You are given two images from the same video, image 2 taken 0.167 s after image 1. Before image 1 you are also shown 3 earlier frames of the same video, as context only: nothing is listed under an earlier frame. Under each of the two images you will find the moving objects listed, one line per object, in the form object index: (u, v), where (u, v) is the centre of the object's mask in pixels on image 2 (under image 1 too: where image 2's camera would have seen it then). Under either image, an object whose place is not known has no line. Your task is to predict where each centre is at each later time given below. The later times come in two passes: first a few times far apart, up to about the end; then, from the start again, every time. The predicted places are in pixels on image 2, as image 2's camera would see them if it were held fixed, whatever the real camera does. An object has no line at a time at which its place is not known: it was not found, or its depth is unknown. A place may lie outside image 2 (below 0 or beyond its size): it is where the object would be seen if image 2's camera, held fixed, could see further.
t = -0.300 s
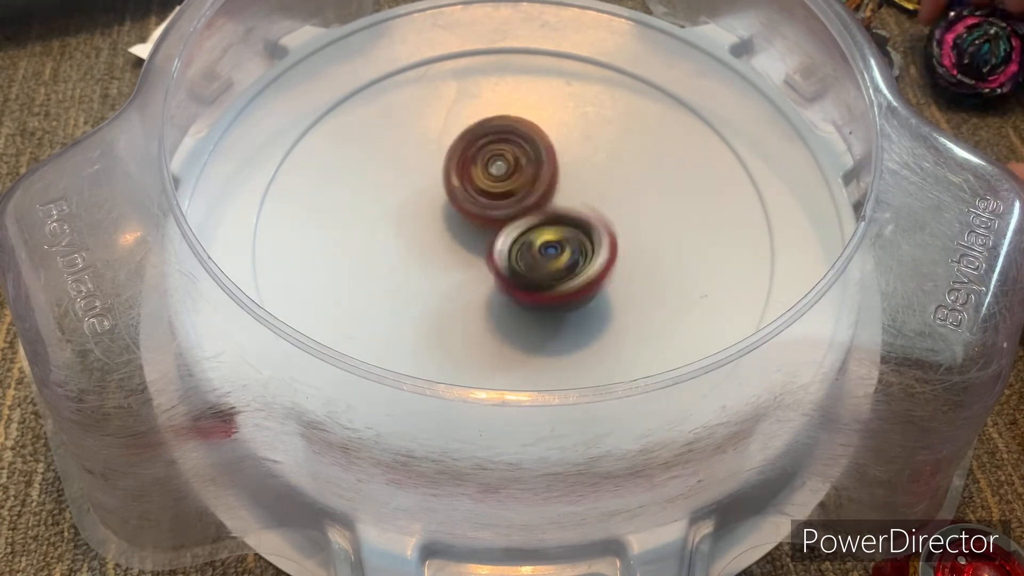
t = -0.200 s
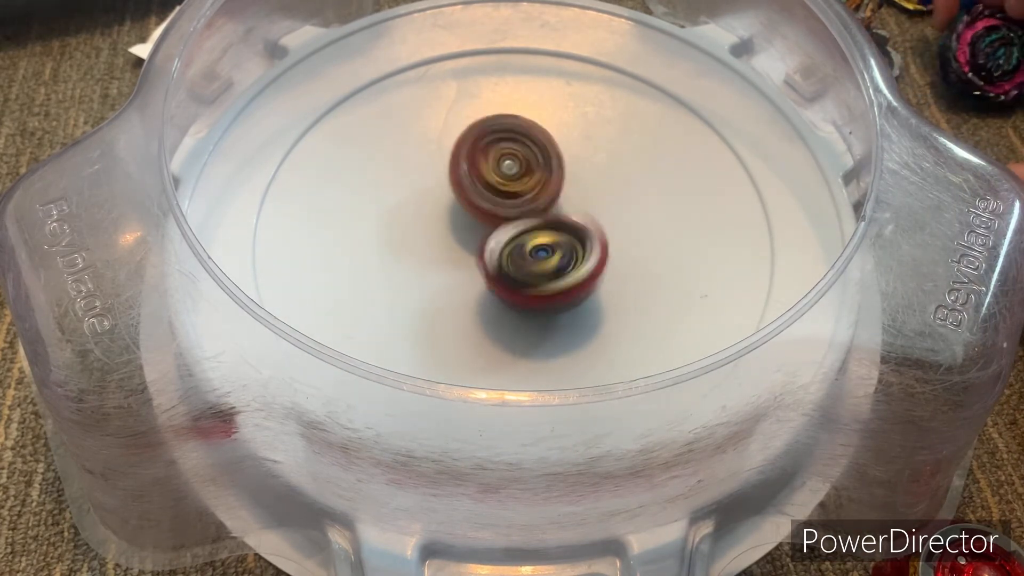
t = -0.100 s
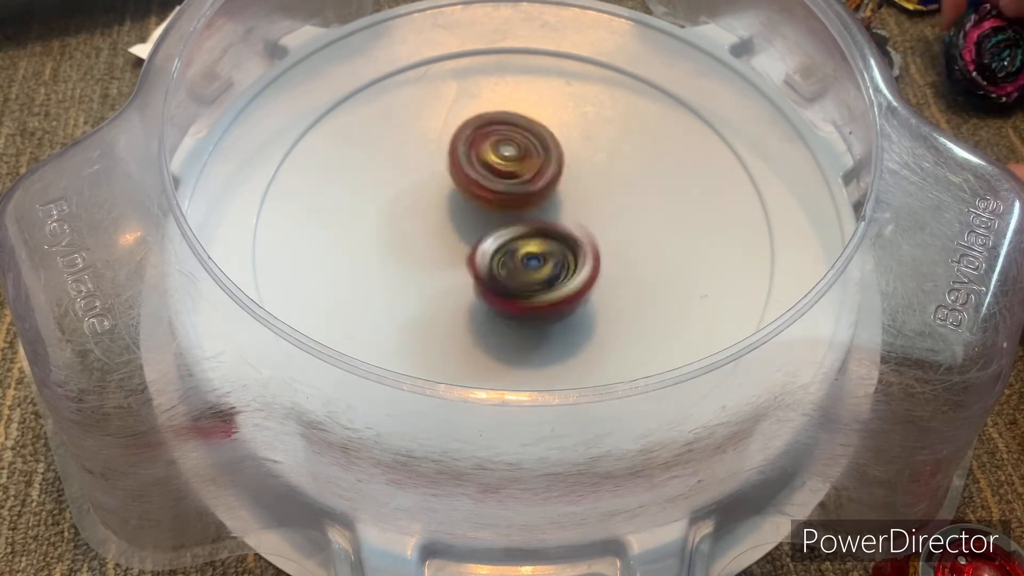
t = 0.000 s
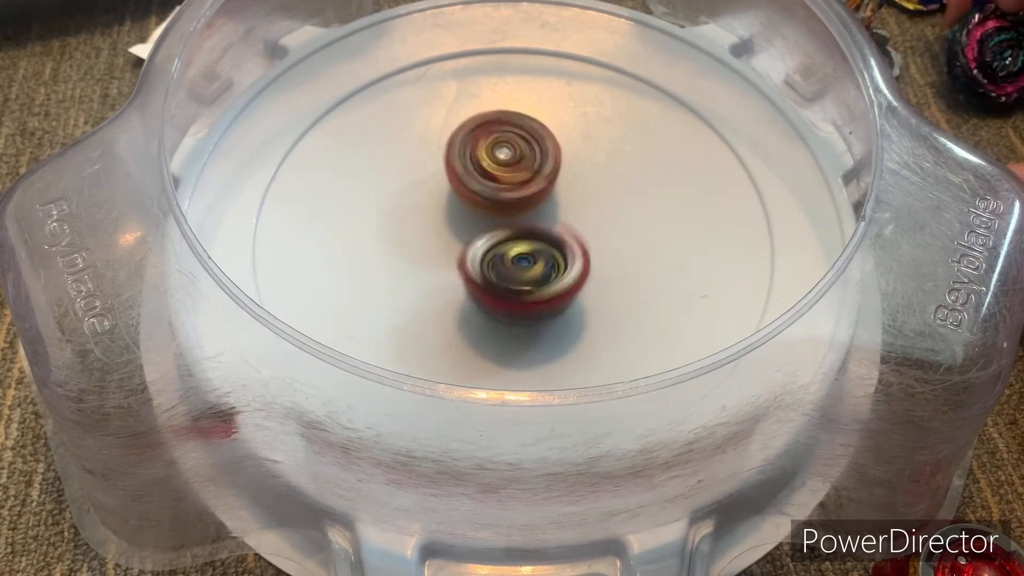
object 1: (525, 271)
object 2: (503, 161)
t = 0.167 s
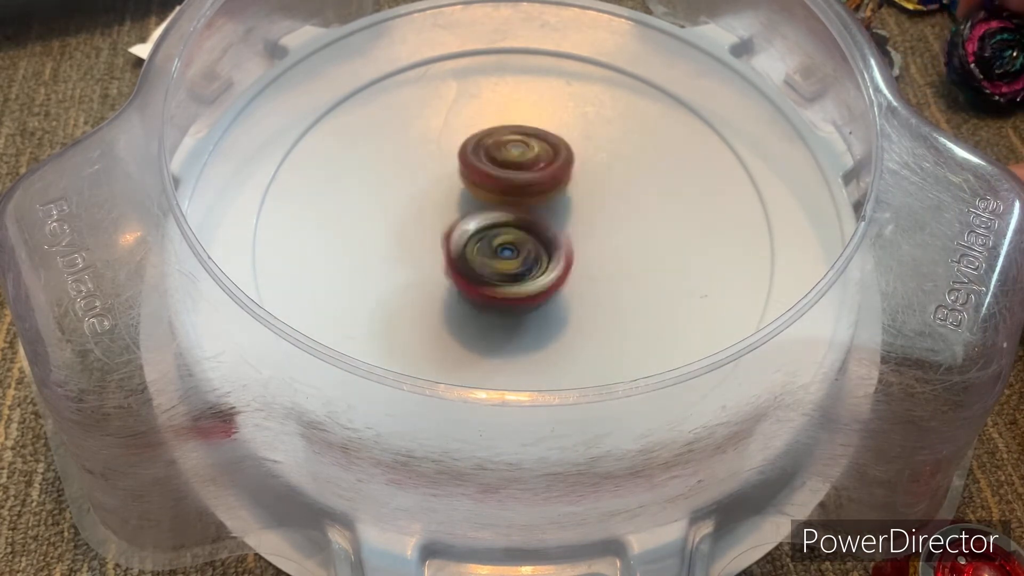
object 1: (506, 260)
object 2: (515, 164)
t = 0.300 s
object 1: (493, 266)
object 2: (516, 163)
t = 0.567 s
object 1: (502, 271)
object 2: (527, 177)
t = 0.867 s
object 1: (512, 287)
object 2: (539, 166)
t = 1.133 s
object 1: (508, 270)
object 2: (554, 174)
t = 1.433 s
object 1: (497, 255)
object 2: (566, 182)
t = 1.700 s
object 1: (465, 246)
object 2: (569, 185)
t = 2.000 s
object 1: (462, 223)
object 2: (578, 189)
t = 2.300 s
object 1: (480, 205)
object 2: (585, 204)
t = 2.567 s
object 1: (489, 189)
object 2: (577, 217)
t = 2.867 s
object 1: (485, 195)
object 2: (576, 218)
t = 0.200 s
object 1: (502, 258)
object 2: (515, 165)
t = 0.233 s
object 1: (500, 257)
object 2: (515, 164)
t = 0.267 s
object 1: (497, 260)
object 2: (516, 162)
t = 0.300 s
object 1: (493, 266)
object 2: (516, 163)
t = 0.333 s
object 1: (495, 272)
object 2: (515, 164)
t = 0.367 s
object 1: (489, 277)
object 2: (514, 168)
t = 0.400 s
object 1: (487, 278)
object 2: (518, 172)
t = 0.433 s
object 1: (491, 278)
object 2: (524, 177)
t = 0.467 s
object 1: (492, 277)
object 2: (530, 179)
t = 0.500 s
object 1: (499, 277)
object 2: (532, 178)
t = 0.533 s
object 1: (499, 275)
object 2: (529, 176)
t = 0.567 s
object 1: (502, 271)
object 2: (527, 177)
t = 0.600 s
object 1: (506, 270)
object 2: (528, 178)
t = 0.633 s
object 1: (506, 265)
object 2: (530, 178)
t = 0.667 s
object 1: (504, 272)
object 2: (533, 173)
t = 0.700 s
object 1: (501, 276)
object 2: (537, 165)
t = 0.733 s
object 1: (507, 279)
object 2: (539, 163)
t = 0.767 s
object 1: (506, 283)
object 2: (541, 162)
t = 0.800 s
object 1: (506, 286)
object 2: (543, 163)
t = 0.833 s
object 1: (507, 287)
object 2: (543, 163)
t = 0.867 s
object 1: (512, 287)
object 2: (539, 166)
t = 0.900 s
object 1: (515, 286)
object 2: (535, 173)
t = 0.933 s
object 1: (517, 284)
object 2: (534, 177)
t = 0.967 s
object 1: (519, 280)
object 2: (538, 180)
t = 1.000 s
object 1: (518, 275)
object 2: (545, 179)
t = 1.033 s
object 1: (519, 267)
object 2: (549, 179)
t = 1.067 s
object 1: (518, 268)
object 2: (552, 175)
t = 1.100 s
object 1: (510, 270)
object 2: (554, 173)
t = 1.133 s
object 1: (508, 270)
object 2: (554, 174)
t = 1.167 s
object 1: (511, 269)
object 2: (552, 171)
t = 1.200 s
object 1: (513, 270)
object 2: (551, 171)
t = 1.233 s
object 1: (504, 269)
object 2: (553, 170)
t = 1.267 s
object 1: (498, 266)
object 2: (553, 171)
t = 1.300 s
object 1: (498, 265)
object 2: (554, 173)
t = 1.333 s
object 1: (503, 264)
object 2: (557, 174)
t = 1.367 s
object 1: (501, 261)
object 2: (559, 177)
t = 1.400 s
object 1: (497, 257)
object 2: (563, 179)
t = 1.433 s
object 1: (497, 255)
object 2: (566, 182)
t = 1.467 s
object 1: (492, 252)
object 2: (569, 184)
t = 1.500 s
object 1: (485, 253)
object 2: (569, 185)
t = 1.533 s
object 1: (483, 252)
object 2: (569, 186)
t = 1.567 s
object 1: (479, 250)
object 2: (570, 187)
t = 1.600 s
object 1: (469, 250)
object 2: (569, 186)
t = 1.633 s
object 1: (468, 249)
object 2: (569, 185)
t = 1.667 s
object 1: (467, 247)
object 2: (569, 185)
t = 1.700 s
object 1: (465, 246)
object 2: (569, 185)
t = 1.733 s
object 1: (464, 244)
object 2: (569, 186)
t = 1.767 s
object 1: (467, 242)
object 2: (570, 186)
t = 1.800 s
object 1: (469, 239)
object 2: (569, 186)
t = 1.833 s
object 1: (471, 237)
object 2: (569, 186)
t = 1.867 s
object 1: (476, 234)
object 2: (569, 186)
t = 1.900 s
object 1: (470, 230)
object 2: (575, 187)
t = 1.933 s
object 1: (465, 226)
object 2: (577, 188)
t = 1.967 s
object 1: (463, 224)
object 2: (578, 189)
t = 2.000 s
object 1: (462, 223)
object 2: (578, 189)
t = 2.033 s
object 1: (465, 220)
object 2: (577, 188)
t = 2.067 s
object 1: (468, 216)
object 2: (576, 187)
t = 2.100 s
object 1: (473, 216)
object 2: (575, 186)
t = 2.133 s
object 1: (475, 217)
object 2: (574, 186)
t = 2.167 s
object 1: (475, 216)
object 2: (578, 188)
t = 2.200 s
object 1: (478, 214)
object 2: (579, 191)
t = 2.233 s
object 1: (477, 210)
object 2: (582, 194)
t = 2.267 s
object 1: (478, 207)
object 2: (584, 199)
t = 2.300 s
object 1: (480, 205)
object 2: (585, 204)
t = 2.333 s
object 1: (481, 202)
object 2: (583, 210)
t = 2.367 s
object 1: (481, 200)
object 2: (579, 215)
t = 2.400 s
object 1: (483, 198)
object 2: (577, 217)
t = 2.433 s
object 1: (484, 196)
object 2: (576, 218)
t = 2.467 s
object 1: (485, 194)
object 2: (576, 218)
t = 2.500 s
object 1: (487, 192)
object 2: (577, 218)
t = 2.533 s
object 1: (488, 191)
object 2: (577, 218)
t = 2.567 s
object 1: (489, 189)
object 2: (577, 217)
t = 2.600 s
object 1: (488, 189)
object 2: (577, 217)
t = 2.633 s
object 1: (488, 190)
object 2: (577, 218)
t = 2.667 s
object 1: (487, 191)
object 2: (576, 218)
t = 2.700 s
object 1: (486, 193)
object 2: (576, 218)
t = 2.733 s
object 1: (485, 195)
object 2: (576, 218)
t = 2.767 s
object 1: (484, 195)
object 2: (576, 218)
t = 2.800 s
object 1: (484, 196)
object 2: (576, 218)
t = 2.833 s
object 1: (484, 195)
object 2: (576, 218)
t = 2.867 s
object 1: (485, 195)
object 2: (576, 218)
